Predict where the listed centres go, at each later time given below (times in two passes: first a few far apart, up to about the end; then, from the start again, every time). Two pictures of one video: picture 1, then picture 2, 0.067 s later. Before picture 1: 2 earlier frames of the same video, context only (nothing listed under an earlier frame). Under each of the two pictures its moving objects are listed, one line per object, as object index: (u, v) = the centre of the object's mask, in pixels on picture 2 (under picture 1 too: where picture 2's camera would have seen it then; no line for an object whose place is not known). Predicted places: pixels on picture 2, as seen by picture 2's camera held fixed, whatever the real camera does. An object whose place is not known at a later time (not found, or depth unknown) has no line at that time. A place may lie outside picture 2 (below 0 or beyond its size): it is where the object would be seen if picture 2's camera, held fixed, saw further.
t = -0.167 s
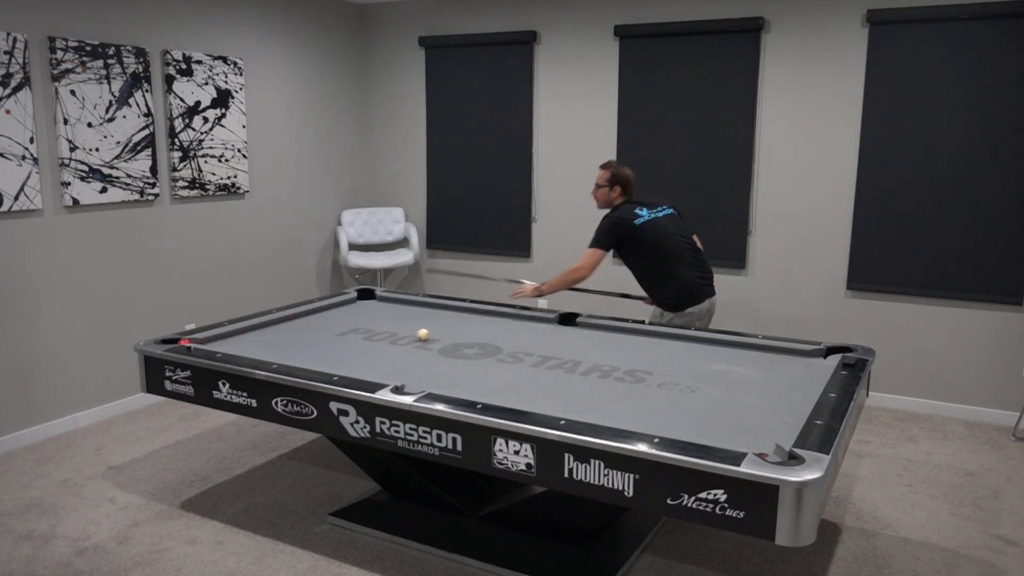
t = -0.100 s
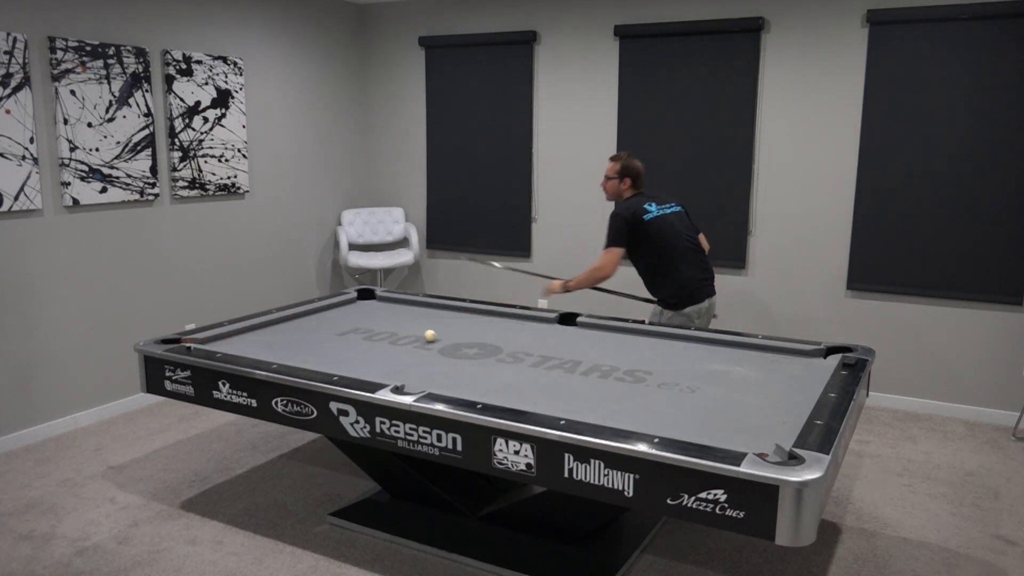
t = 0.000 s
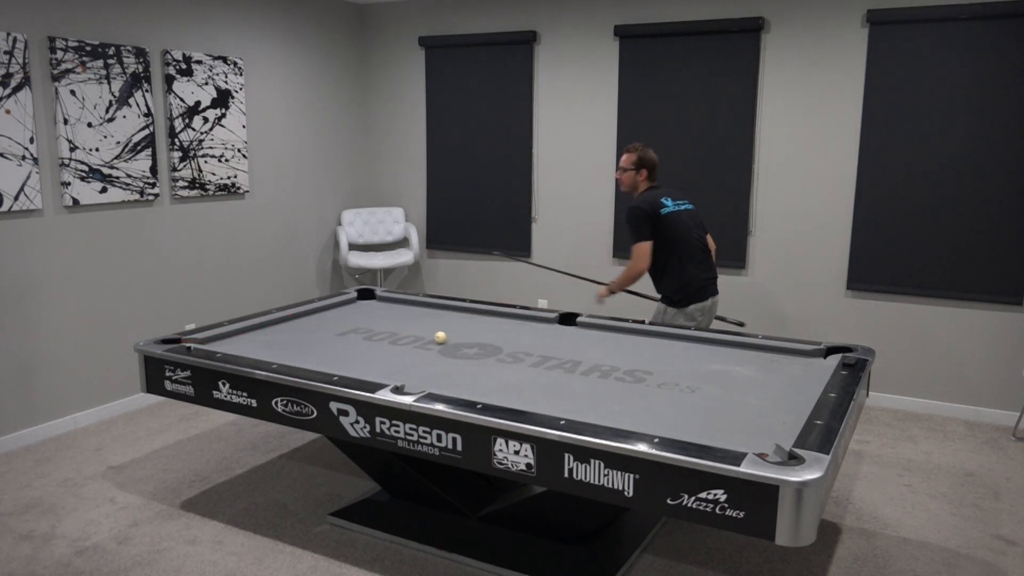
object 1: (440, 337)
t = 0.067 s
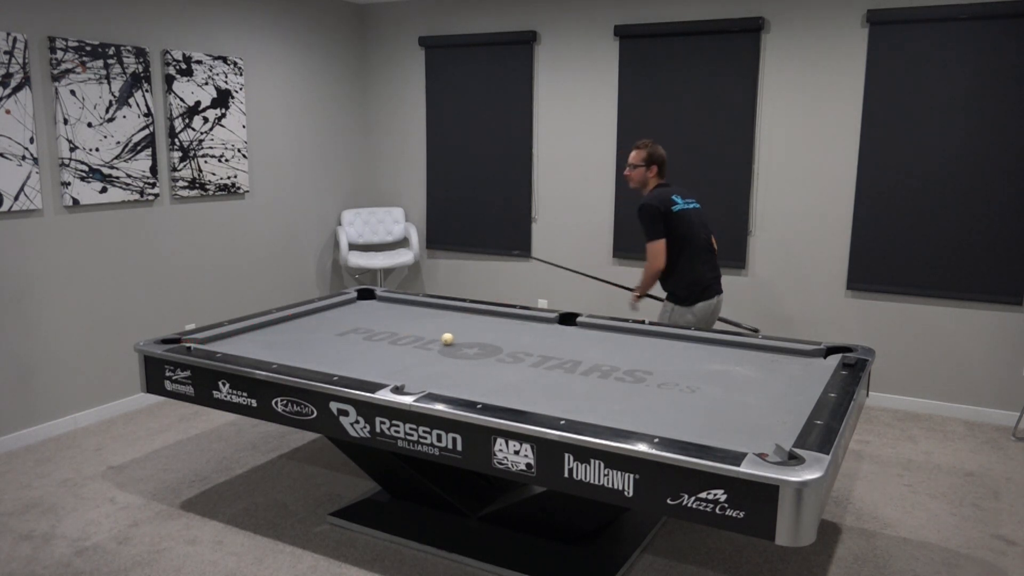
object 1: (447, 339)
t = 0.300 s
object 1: (472, 343)
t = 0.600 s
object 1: (503, 349)
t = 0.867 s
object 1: (532, 354)
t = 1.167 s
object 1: (563, 359)
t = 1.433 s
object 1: (591, 365)
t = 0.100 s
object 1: (450, 340)
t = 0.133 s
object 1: (454, 340)
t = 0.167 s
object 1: (458, 341)
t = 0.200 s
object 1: (461, 341)
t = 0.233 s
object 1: (465, 342)
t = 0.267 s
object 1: (468, 342)
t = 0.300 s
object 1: (472, 343)
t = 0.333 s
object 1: (475, 344)
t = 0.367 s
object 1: (479, 344)
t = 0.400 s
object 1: (482, 345)
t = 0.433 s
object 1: (486, 346)
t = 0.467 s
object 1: (489, 346)
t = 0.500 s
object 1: (493, 347)
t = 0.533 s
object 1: (496, 348)
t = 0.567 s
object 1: (500, 348)
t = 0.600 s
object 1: (503, 349)
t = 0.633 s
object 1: (507, 349)
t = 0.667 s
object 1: (510, 350)
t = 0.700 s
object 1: (514, 351)
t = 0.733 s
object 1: (517, 352)
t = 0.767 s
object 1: (521, 352)
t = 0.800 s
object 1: (524, 353)
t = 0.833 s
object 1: (528, 353)
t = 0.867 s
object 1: (532, 354)
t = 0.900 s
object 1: (535, 355)
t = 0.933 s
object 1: (539, 355)
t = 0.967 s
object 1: (542, 356)
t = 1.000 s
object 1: (546, 356)
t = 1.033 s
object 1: (549, 357)
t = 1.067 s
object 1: (553, 358)
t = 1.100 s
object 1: (556, 358)
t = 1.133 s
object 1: (560, 359)
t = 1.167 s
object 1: (563, 359)
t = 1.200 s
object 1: (567, 360)
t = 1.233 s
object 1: (570, 361)
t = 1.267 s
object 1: (574, 361)
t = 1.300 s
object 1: (577, 362)
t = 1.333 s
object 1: (581, 363)
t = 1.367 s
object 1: (585, 363)
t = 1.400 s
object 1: (588, 364)
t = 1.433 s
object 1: (591, 365)
